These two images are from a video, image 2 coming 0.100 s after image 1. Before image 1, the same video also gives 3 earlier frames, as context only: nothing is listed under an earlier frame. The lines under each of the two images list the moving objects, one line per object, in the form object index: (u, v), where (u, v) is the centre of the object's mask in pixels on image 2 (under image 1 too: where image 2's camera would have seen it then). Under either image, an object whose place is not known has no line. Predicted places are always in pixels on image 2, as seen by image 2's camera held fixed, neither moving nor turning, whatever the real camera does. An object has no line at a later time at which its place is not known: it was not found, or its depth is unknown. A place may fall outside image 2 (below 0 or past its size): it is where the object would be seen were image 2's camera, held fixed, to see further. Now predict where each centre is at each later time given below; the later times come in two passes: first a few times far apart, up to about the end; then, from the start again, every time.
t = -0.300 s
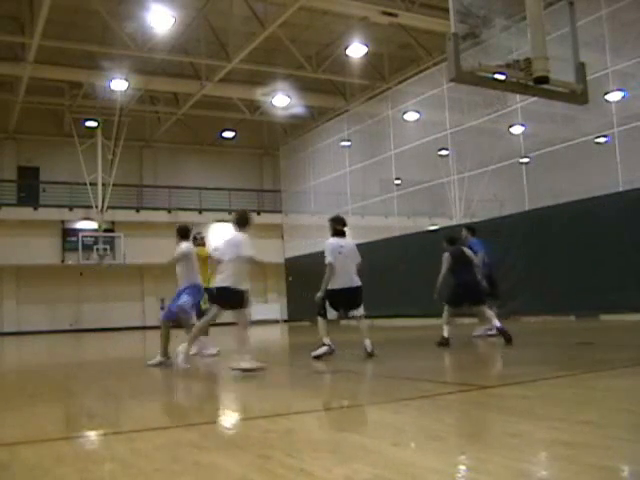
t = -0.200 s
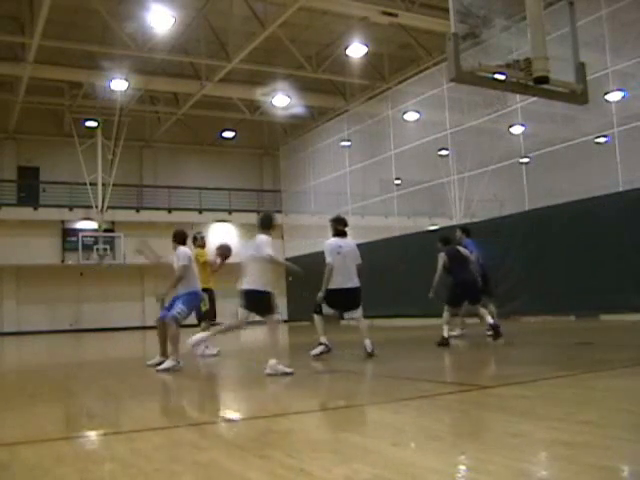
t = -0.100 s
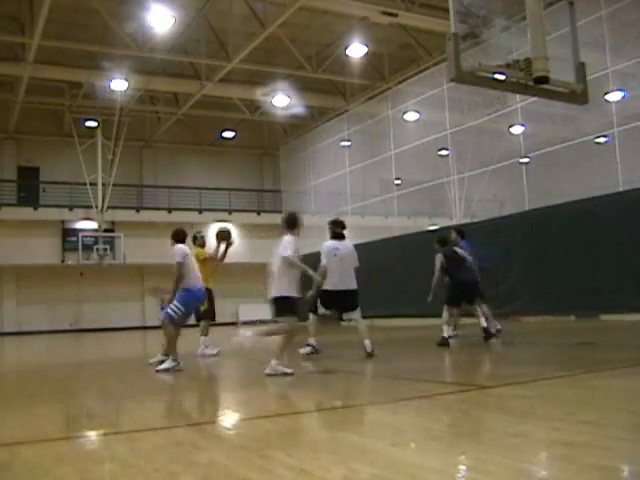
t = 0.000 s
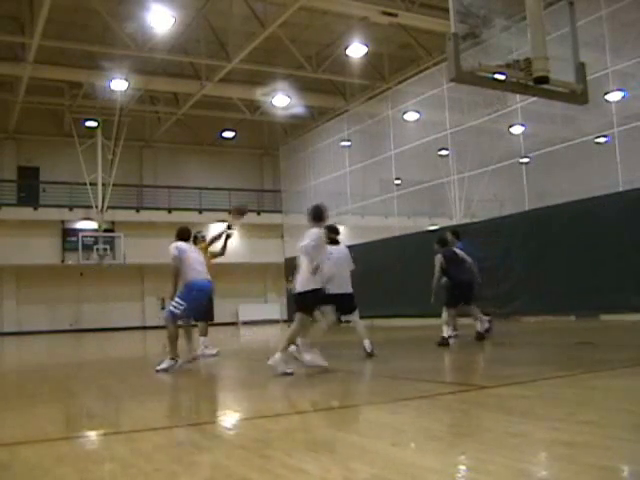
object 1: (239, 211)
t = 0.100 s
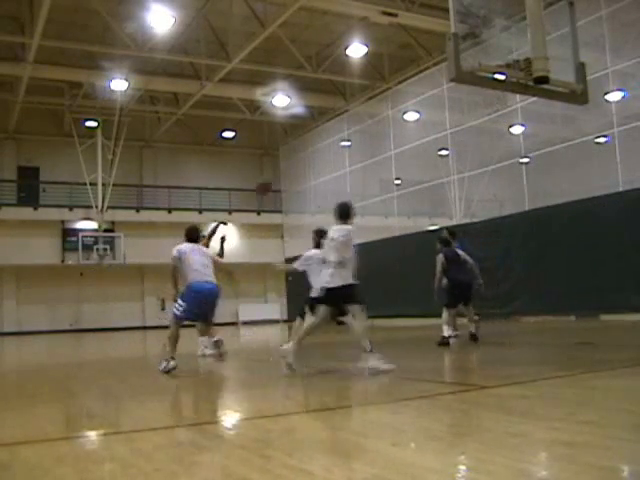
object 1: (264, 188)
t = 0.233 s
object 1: (299, 164)
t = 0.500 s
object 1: (382, 152)
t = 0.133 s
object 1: (273, 181)
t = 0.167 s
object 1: (281, 175)
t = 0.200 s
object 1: (291, 169)
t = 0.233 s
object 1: (299, 164)
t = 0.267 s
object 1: (309, 160)
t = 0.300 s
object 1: (319, 156)
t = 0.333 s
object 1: (329, 154)
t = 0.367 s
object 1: (339, 151)
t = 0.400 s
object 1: (348, 149)
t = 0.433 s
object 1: (360, 150)
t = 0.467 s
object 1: (371, 151)
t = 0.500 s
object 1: (382, 152)
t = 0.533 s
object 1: (394, 154)
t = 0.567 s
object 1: (406, 158)
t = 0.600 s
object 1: (418, 162)
